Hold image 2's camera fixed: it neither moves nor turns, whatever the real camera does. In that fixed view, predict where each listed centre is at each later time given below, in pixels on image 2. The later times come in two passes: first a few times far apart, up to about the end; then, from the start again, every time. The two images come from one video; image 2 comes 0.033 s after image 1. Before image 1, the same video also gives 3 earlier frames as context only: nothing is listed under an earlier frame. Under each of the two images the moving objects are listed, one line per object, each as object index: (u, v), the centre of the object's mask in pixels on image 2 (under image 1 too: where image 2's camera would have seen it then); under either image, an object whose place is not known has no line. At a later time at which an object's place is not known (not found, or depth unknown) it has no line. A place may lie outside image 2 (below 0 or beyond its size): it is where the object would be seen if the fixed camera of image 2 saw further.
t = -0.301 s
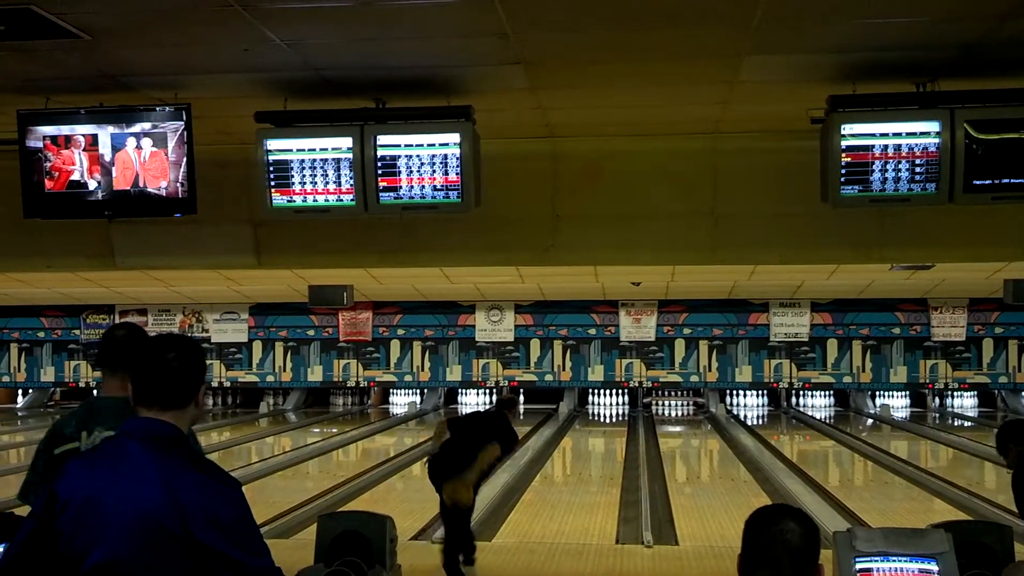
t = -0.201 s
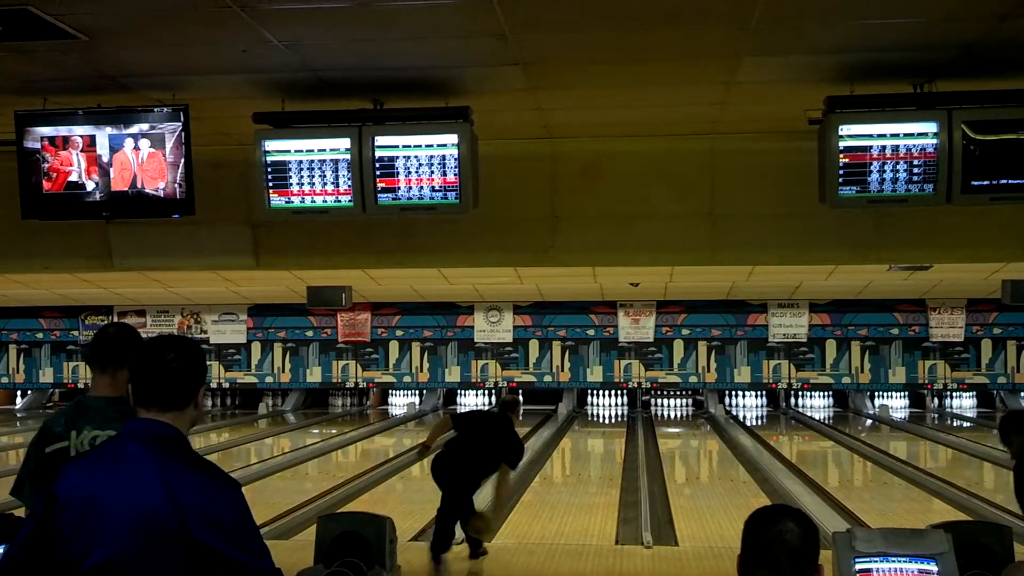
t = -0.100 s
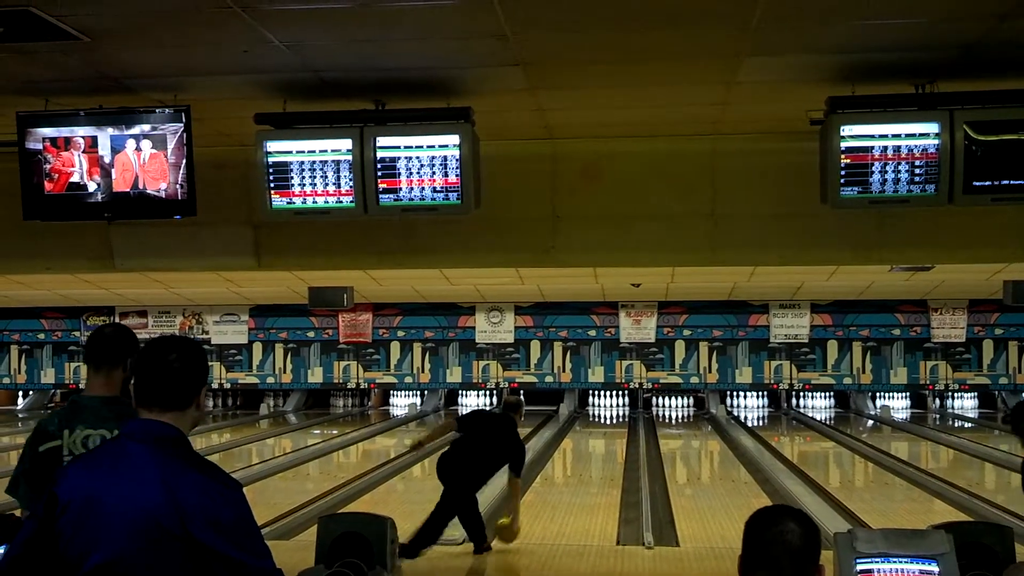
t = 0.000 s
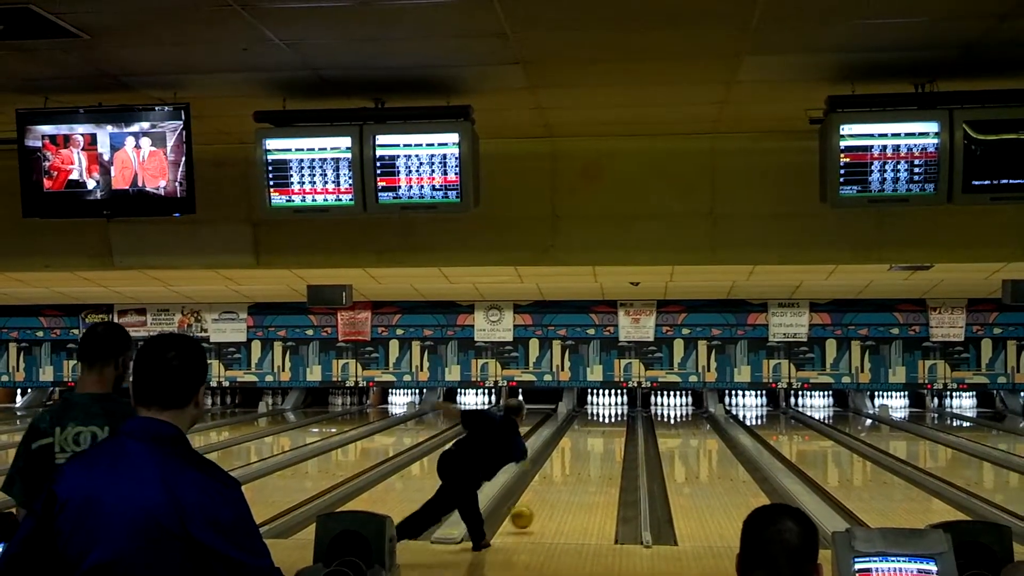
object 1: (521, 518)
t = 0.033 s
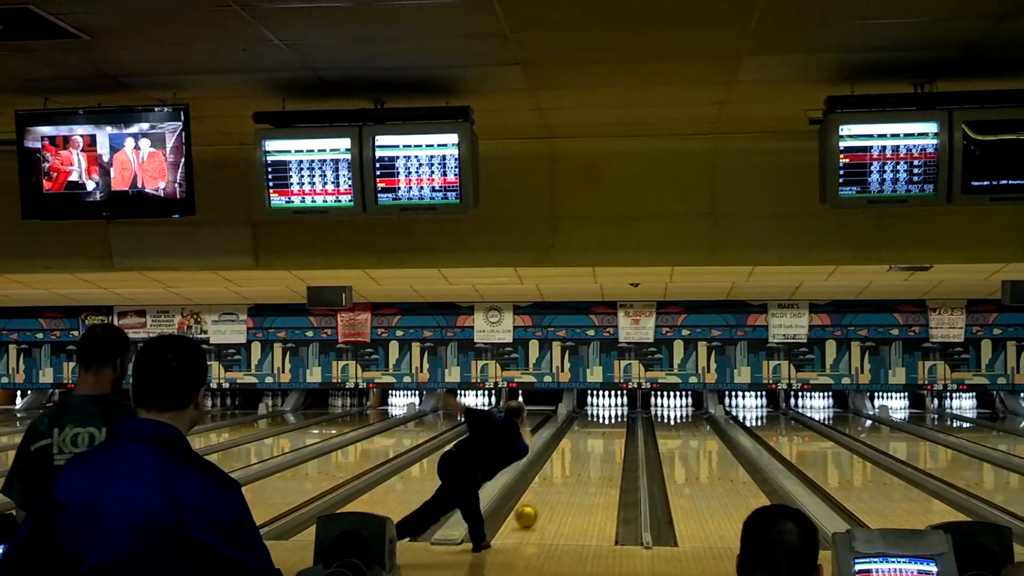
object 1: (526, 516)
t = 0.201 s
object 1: (546, 497)
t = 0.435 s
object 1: (567, 475)
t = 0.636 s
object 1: (581, 460)
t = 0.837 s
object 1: (593, 449)
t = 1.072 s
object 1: (603, 438)
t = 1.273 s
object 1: (609, 430)
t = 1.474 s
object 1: (615, 424)
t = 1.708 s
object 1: (618, 418)
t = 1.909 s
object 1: (618, 414)
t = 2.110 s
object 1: (616, 409)
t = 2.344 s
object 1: (611, 405)
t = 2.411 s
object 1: (609, 405)
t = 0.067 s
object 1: (531, 511)
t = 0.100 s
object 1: (534, 508)
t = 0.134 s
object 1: (538, 504)
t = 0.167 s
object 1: (543, 500)
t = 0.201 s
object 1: (546, 497)
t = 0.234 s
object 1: (549, 492)
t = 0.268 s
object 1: (552, 489)
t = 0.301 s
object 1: (556, 487)
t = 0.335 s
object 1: (560, 483)
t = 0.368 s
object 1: (562, 480)
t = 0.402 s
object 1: (565, 478)
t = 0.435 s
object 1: (567, 475)
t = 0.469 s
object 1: (570, 472)
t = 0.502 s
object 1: (572, 470)
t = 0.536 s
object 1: (575, 467)
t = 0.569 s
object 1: (577, 465)
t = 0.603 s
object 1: (579, 463)
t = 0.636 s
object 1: (581, 460)
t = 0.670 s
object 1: (584, 459)
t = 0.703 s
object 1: (585, 457)
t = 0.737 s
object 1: (587, 454)
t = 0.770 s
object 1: (589, 453)
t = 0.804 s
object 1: (591, 451)
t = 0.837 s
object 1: (593, 449)
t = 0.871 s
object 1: (595, 447)
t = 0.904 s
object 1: (596, 446)
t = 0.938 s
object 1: (597, 444)
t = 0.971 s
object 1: (599, 443)
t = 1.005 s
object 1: (601, 441)
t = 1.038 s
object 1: (602, 440)
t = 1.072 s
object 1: (603, 438)
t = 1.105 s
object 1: (604, 437)
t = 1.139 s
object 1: (606, 435)
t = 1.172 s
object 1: (606, 434)
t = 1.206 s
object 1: (607, 433)
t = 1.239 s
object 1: (607, 432)
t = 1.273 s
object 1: (609, 430)
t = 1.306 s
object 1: (610, 429)
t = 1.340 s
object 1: (611, 429)
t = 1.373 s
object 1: (612, 427)
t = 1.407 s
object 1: (613, 426)
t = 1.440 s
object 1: (614, 425)
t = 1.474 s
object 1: (615, 424)
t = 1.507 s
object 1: (616, 423)
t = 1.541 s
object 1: (616, 422)
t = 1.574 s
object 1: (616, 421)
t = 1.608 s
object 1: (616, 420)
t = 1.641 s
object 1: (617, 420)
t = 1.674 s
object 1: (618, 419)
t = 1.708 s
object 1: (618, 418)
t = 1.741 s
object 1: (618, 418)
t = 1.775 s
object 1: (618, 416)
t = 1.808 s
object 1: (618, 416)
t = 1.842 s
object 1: (618, 416)
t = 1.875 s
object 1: (618, 415)
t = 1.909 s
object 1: (618, 414)
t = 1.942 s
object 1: (618, 414)
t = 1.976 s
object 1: (618, 415)
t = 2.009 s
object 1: (618, 414)
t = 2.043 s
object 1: (618, 413)
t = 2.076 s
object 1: (617, 411)
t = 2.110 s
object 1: (616, 409)
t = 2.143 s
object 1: (615, 408)
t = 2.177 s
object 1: (615, 408)
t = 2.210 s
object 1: (614, 407)
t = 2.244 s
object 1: (613, 407)
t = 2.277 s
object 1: (613, 407)
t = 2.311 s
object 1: (612, 406)
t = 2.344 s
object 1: (611, 405)
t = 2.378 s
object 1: (610, 405)
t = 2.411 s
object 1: (609, 405)
